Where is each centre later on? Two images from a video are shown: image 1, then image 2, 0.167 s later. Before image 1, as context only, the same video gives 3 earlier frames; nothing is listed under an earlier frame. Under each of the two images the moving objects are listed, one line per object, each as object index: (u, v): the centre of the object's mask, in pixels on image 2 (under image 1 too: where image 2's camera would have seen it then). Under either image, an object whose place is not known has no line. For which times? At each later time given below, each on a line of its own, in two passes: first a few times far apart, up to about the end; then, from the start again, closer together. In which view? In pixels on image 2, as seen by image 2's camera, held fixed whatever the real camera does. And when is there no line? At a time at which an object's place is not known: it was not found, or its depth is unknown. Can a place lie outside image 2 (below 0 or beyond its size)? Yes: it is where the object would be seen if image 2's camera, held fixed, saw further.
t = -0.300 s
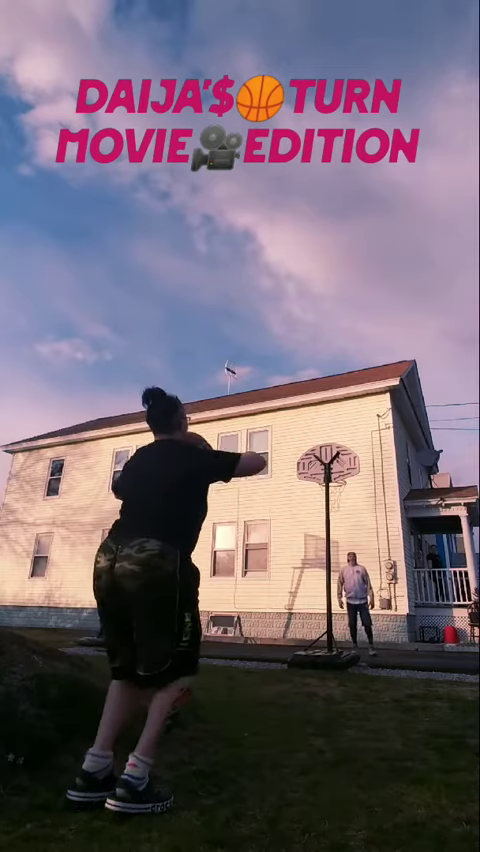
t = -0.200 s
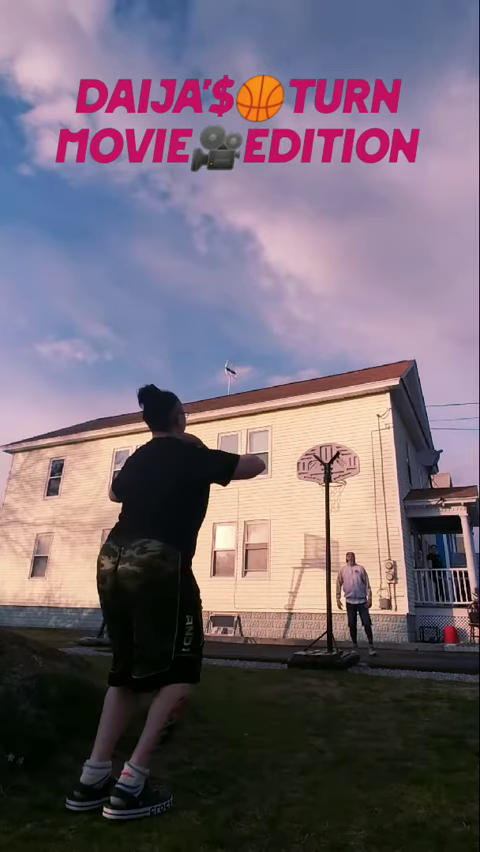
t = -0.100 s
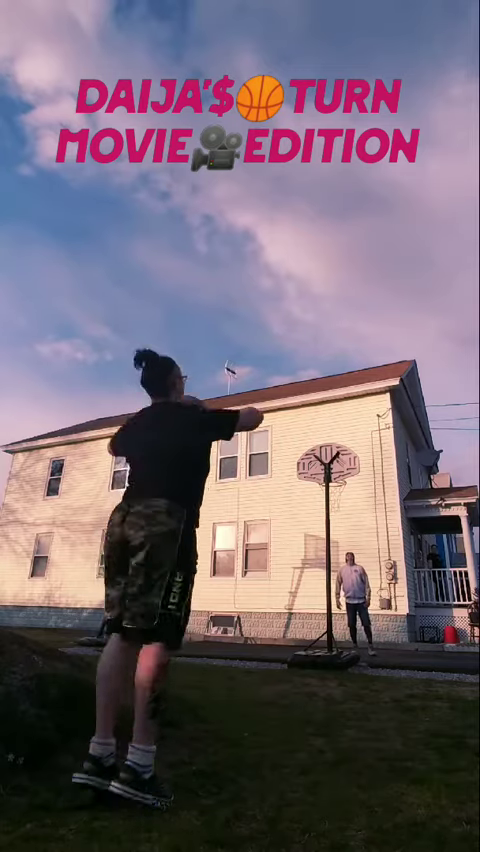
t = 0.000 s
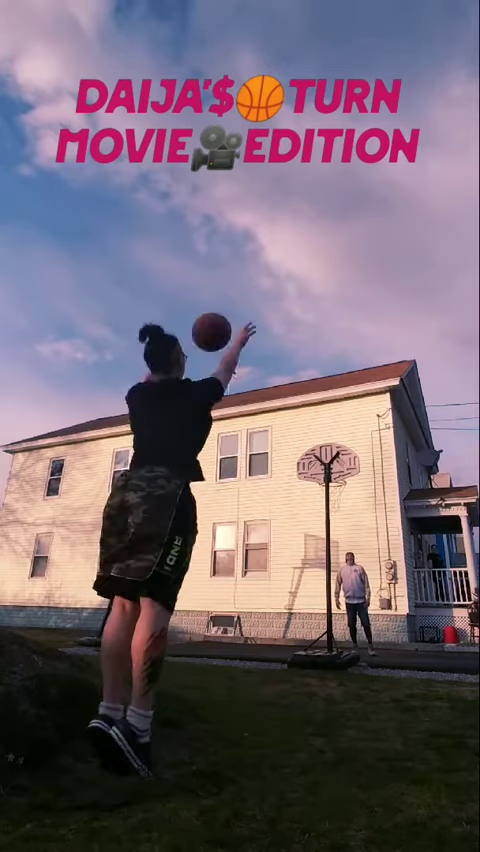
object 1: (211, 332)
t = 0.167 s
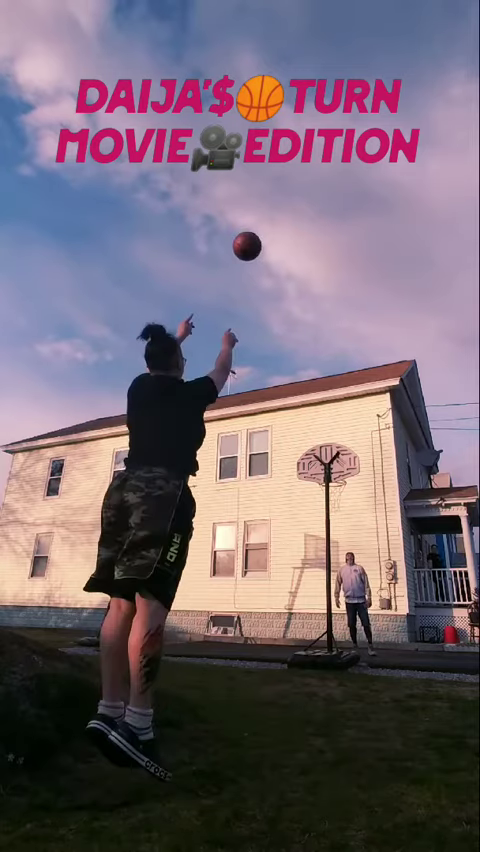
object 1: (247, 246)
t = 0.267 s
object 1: (260, 223)
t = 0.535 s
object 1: (284, 213)
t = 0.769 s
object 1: (296, 236)
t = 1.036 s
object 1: (309, 287)
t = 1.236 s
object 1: (317, 340)
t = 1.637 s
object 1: (334, 485)
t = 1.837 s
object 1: (332, 488)
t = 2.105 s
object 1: (330, 512)
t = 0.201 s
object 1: (251, 237)
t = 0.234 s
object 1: (256, 230)
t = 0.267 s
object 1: (260, 223)
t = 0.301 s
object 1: (264, 219)
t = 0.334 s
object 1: (267, 216)
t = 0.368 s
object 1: (270, 213)
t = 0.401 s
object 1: (274, 212)
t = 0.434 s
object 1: (276, 211)
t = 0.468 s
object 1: (279, 211)
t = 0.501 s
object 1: (281, 211)
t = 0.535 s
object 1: (284, 213)
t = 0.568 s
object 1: (286, 214)
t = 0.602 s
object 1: (288, 217)
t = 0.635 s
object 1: (290, 220)
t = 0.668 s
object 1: (292, 223)
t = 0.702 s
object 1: (293, 227)
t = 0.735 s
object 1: (295, 231)
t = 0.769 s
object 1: (296, 236)
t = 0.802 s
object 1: (298, 241)
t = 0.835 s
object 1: (300, 246)
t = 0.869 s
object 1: (301, 252)
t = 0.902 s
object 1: (303, 258)
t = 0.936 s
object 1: (304, 265)
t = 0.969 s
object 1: (306, 272)
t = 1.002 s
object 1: (307, 279)
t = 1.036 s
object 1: (309, 287)
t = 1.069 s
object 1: (310, 295)
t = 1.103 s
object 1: (311, 303)
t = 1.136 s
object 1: (313, 312)
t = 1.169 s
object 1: (314, 321)
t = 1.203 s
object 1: (315, 331)
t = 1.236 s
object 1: (317, 340)
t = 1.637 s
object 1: (334, 485)
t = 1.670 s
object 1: (334, 485)
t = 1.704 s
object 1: (333, 485)
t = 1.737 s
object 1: (333, 486)
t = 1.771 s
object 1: (333, 488)
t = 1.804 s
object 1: (333, 488)
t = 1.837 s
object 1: (332, 488)
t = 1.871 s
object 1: (331, 489)
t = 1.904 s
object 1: (332, 490)
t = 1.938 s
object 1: (330, 492)
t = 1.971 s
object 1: (331, 495)
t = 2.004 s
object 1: (330, 498)
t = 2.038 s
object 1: (330, 502)
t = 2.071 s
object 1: (330, 506)
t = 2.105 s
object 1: (330, 512)
